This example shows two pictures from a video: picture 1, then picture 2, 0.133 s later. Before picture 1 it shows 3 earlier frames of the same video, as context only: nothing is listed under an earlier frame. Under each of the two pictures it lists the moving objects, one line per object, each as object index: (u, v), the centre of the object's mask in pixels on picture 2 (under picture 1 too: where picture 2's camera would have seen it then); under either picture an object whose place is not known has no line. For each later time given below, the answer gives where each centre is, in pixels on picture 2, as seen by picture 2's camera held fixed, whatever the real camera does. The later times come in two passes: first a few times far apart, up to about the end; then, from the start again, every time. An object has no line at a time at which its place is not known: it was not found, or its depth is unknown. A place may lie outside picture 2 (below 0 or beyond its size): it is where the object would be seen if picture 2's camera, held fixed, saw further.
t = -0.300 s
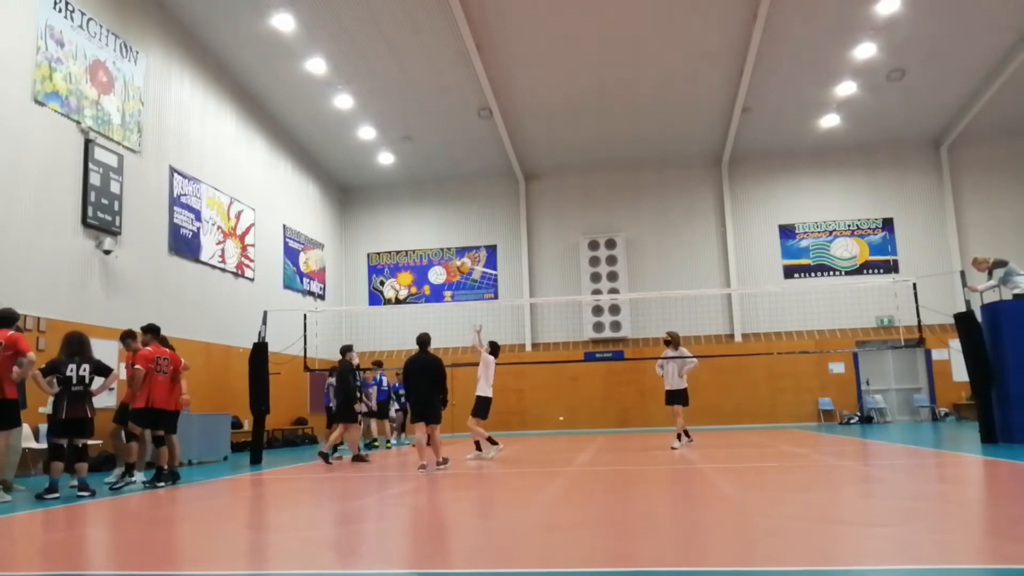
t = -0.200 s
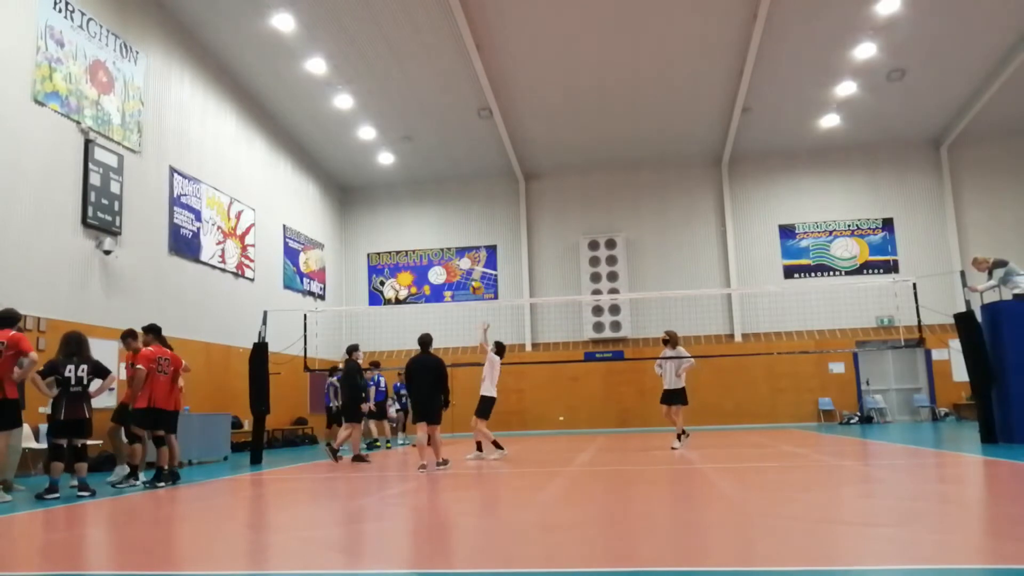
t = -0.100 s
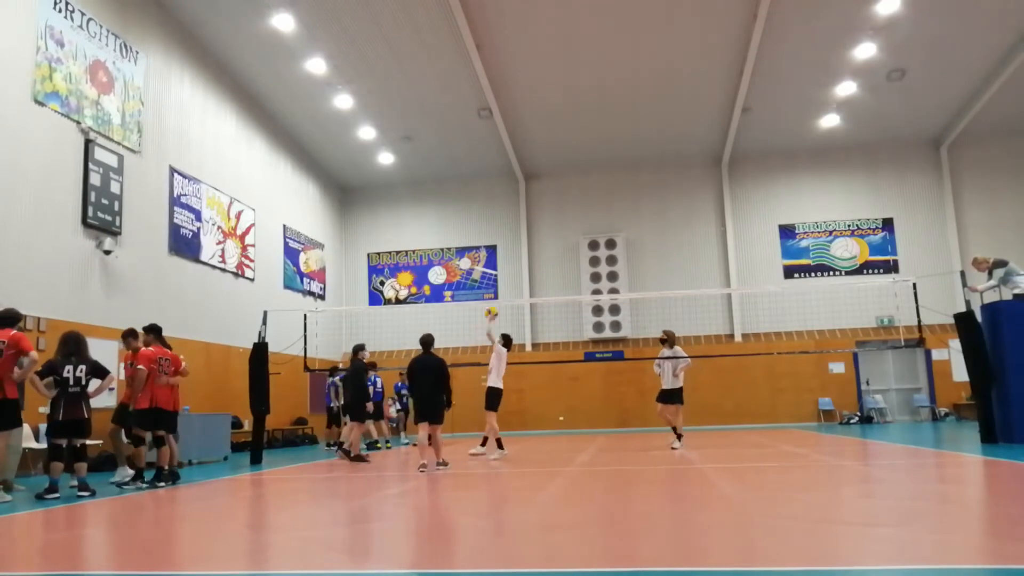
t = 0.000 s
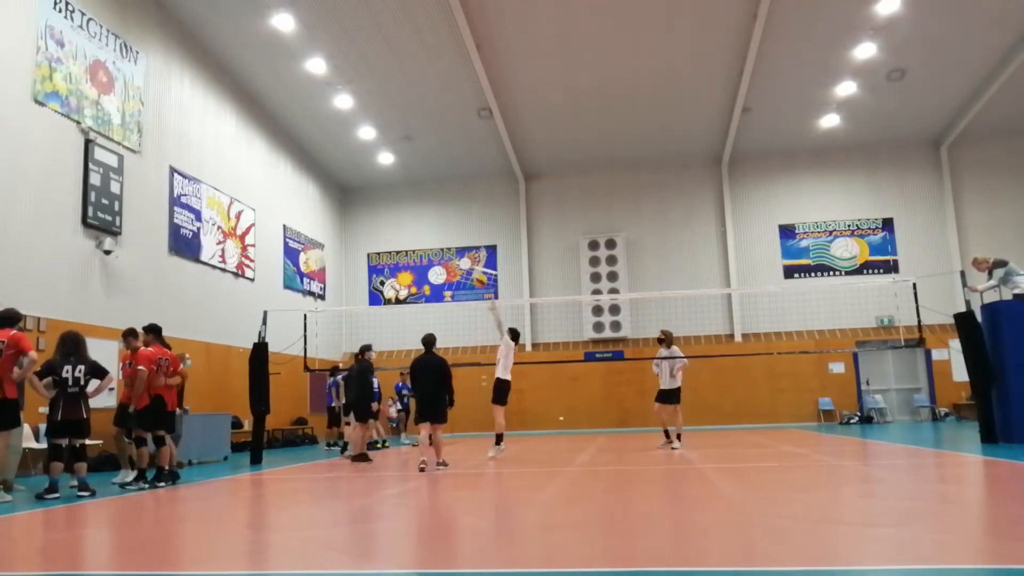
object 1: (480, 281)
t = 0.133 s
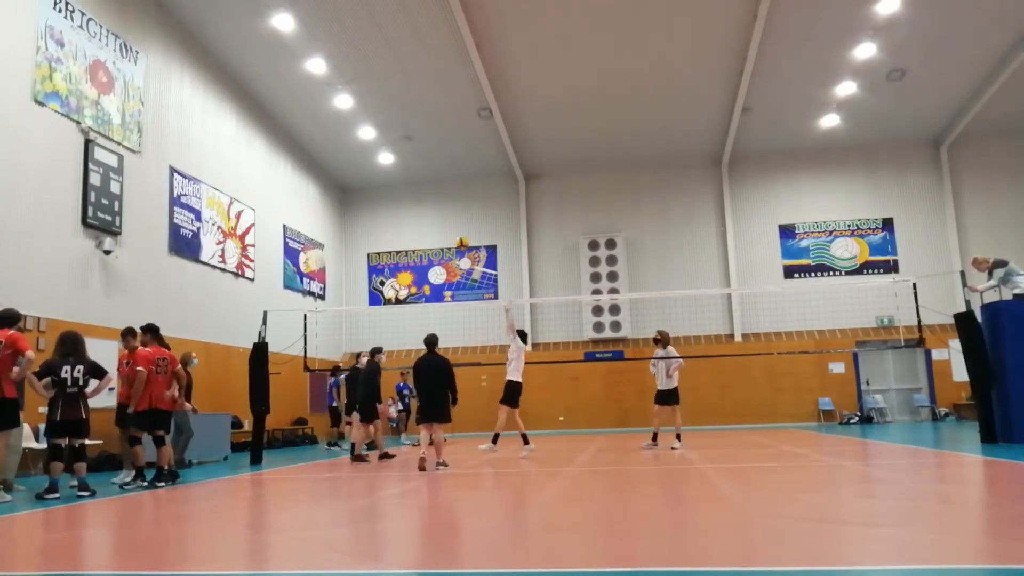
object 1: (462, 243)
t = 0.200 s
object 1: (453, 228)
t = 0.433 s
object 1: (422, 199)
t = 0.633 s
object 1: (397, 202)
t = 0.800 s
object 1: (376, 224)
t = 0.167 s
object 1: (457, 235)
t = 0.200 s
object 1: (453, 228)
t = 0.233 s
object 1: (448, 222)
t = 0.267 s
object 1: (444, 216)
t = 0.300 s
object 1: (440, 211)
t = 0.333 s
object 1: (435, 207)
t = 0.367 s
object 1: (431, 204)
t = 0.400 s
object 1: (426, 201)
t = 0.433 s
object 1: (422, 199)
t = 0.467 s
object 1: (418, 198)
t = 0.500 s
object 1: (414, 198)
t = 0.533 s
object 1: (409, 198)
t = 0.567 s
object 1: (405, 198)
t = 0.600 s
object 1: (401, 200)
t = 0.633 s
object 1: (397, 202)
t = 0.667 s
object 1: (392, 205)
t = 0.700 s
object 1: (388, 209)
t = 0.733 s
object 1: (384, 213)
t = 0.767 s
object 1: (380, 218)
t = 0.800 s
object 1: (376, 224)
